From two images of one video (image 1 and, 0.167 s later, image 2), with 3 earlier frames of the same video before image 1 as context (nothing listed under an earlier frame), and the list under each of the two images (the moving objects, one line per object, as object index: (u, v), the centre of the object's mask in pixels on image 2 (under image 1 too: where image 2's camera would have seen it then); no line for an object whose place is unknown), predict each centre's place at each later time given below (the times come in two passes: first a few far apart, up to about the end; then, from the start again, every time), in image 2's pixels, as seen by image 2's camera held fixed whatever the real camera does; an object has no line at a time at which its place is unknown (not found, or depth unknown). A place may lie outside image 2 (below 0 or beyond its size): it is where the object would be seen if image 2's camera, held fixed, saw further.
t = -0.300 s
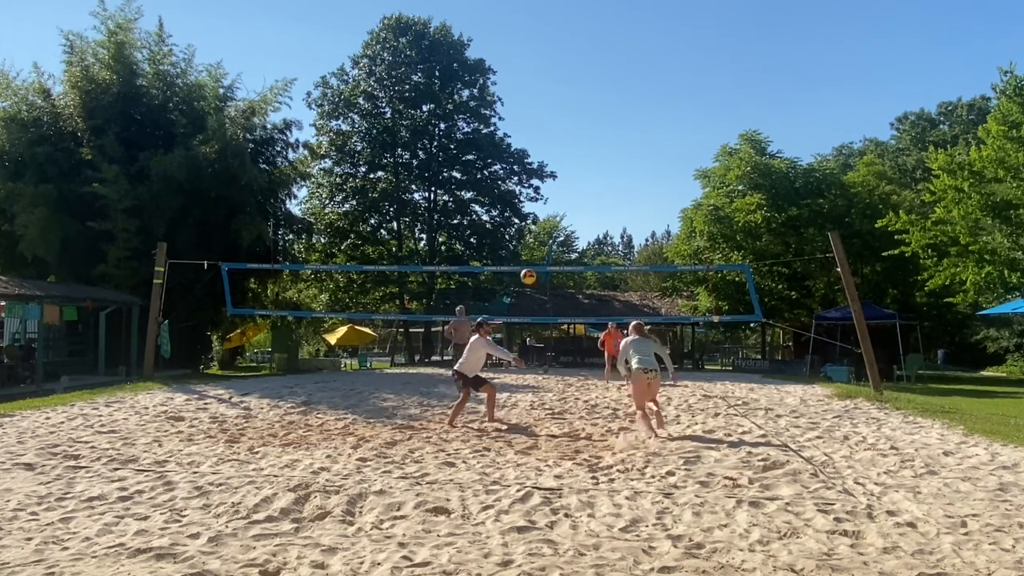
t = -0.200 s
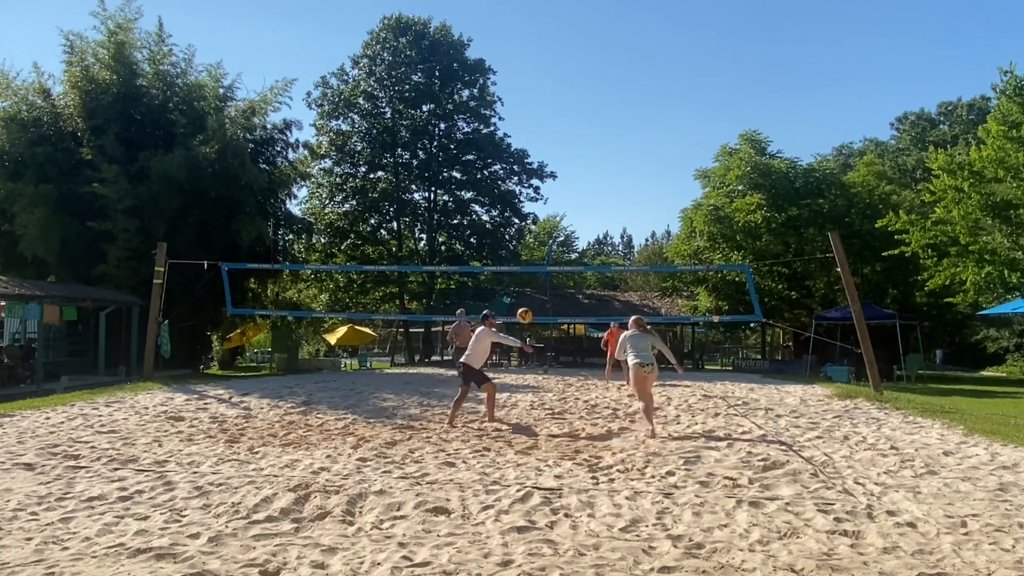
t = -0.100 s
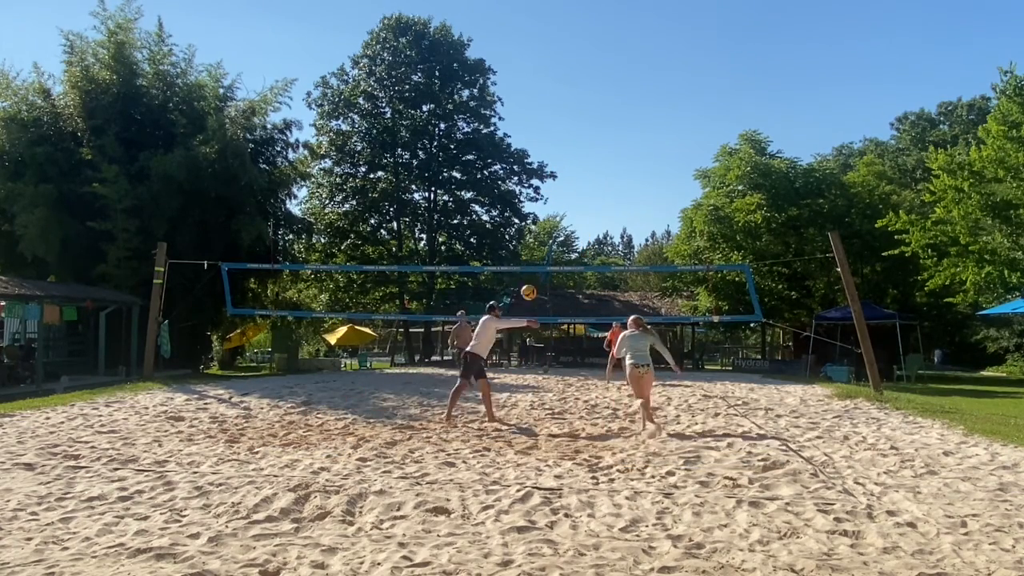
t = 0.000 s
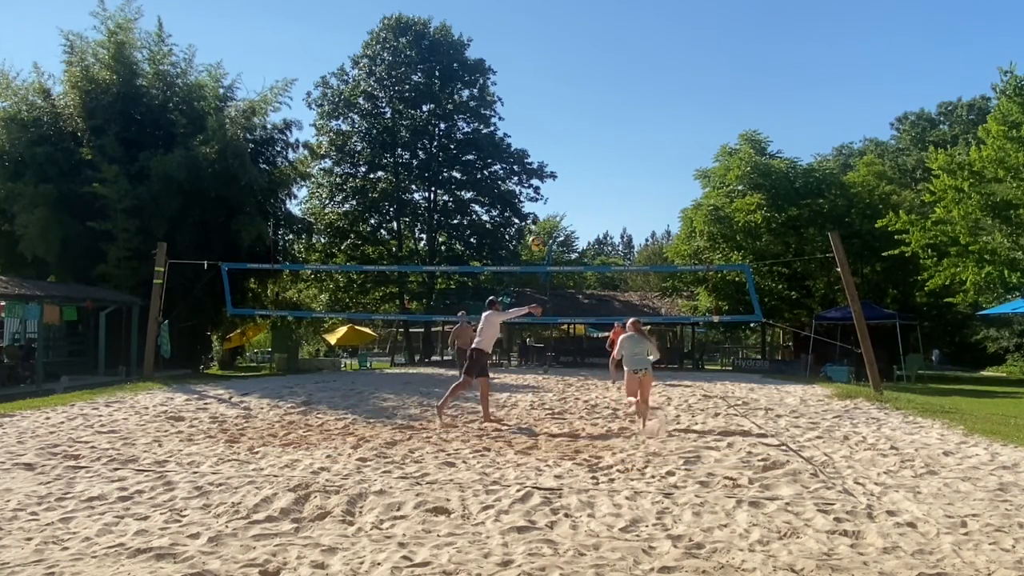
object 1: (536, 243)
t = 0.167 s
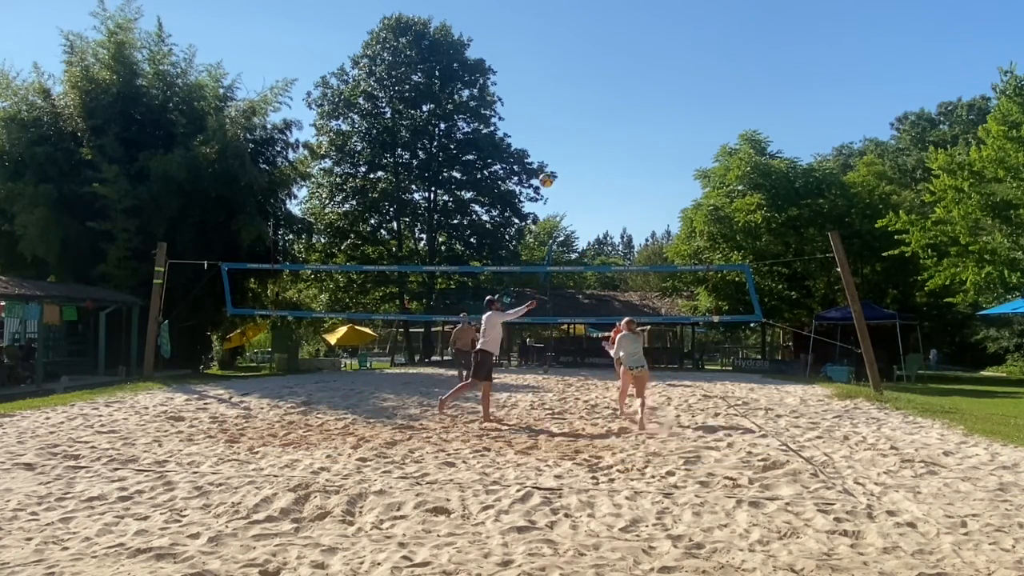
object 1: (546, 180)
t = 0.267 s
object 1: (552, 153)
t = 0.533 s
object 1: (568, 116)
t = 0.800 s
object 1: (581, 125)
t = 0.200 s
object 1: (548, 171)
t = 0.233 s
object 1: (550, 161)
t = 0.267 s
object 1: (552, 153)
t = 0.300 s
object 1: (555, 146)
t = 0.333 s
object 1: (557, 139)
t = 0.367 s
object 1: (558, 133)
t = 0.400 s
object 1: (560, 129)
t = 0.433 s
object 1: (562, 124)
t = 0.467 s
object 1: (564, 121)
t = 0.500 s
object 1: (566, 118)
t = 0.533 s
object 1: (568, 116)
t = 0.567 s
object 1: (570, 115)
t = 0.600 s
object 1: (571, 114)
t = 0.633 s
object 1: (573, 114)
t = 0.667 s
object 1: (575, 115)
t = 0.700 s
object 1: (576, 117)
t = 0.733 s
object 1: (578, 118)
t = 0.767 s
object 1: (579, 121)
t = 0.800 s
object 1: (581, 125)
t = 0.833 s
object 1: (583, 129)
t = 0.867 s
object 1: (584, 133)
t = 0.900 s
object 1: (586, 139)
